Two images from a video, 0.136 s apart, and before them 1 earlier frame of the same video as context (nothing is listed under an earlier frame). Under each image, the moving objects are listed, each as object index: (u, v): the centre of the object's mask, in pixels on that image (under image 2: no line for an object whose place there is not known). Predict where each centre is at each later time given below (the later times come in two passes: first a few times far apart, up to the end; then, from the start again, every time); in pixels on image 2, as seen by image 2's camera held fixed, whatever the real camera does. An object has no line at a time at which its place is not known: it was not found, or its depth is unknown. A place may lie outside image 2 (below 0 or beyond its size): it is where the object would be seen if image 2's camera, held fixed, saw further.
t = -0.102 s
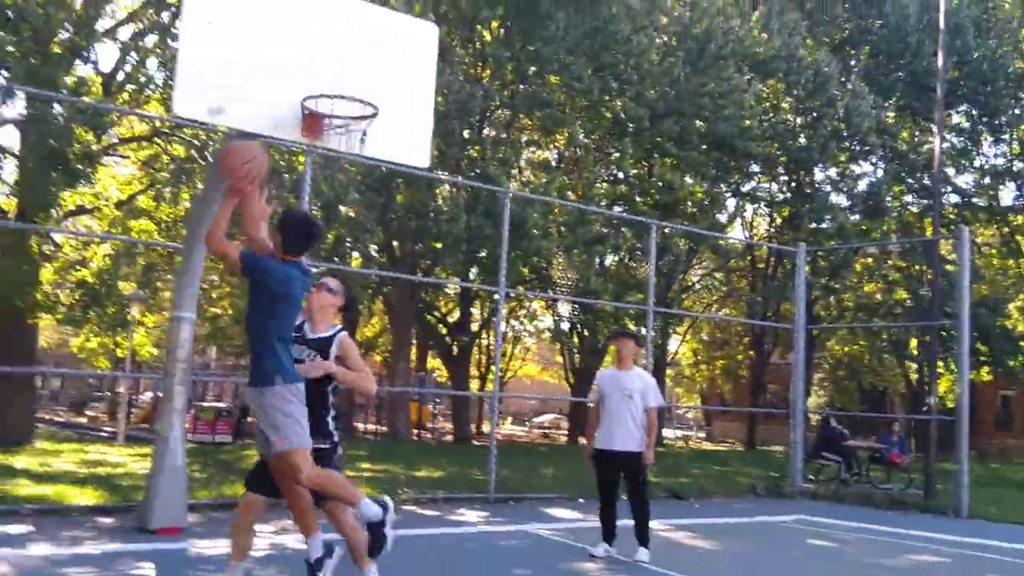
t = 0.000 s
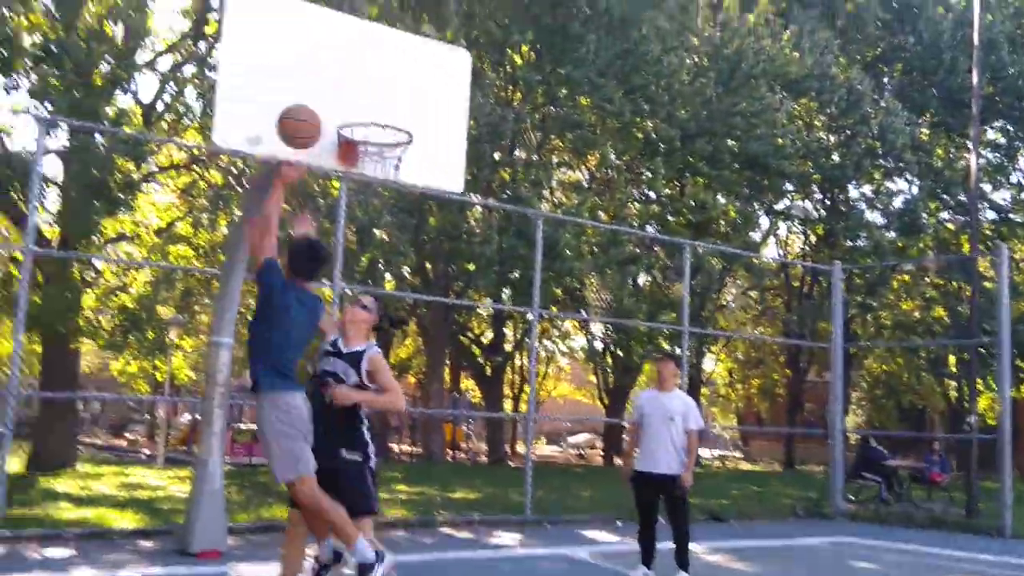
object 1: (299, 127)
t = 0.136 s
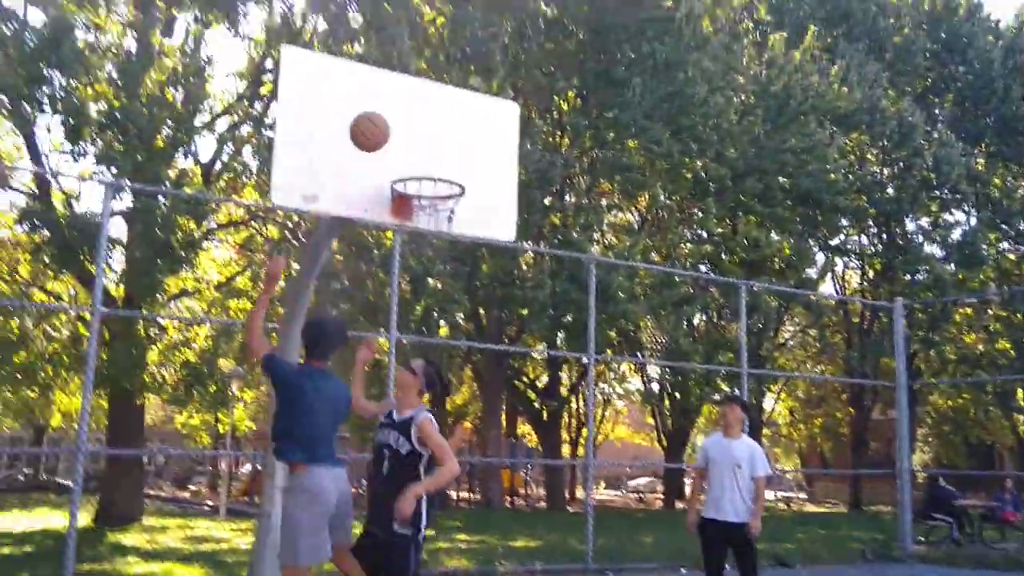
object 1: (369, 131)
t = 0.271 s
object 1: (380, 116)
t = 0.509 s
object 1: (408, 140)
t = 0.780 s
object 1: (426, 161)
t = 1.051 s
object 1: (406, 166)
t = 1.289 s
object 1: (407, 171)
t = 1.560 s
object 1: (416, 176)
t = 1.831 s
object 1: (433, 225)
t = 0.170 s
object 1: (373, 125)
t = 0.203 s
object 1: (375, 120)
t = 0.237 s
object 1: (378, 117)
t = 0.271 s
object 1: (380, 116)
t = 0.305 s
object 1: (382, 117)
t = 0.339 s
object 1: (385, 119)
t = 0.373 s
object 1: (386, 123)
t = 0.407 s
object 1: (388, 128)
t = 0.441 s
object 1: (391, 133)
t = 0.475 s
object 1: (399, 136)
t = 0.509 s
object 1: (408, 140)
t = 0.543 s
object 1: (416, 146)
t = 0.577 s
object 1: (424, 153)
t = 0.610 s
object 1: (433, 162)
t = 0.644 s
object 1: (441, 173)
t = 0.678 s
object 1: (439, 167)
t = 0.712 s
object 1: (435, 164)
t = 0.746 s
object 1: (430, 162)
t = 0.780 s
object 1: (426, 161)
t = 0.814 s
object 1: (422, 162)
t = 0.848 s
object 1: (418, 163)
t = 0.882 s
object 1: (414, 166)
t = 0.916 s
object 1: (410, 172)
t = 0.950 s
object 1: (405, 178)
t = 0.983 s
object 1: (405, 172)
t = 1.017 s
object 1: (406, 168)
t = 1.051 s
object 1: (406, 166)
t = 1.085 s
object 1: (406, 165)
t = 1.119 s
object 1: (406, 165)
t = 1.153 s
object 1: (406, 167)
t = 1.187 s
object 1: (406, 171)
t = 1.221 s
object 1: (406, 176)
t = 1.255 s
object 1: (406, 175)
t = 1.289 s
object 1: (407, 171)
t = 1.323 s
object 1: (408, 170)
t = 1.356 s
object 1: (408, 169)
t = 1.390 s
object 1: (409, 171)
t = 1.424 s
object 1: (410, 174)
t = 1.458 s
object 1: (411, 179)
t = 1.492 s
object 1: (413, 176)
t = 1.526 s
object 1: (415, 175)
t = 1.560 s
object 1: (416, 176)
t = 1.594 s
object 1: (419, 177)
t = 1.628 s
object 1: (420, 181)
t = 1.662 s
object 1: (422, 186)
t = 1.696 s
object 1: (424, 192)
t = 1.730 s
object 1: (426, 201)
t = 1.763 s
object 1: (427, 209)
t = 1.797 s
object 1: (430, 218)
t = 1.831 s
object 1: (433, 225)
